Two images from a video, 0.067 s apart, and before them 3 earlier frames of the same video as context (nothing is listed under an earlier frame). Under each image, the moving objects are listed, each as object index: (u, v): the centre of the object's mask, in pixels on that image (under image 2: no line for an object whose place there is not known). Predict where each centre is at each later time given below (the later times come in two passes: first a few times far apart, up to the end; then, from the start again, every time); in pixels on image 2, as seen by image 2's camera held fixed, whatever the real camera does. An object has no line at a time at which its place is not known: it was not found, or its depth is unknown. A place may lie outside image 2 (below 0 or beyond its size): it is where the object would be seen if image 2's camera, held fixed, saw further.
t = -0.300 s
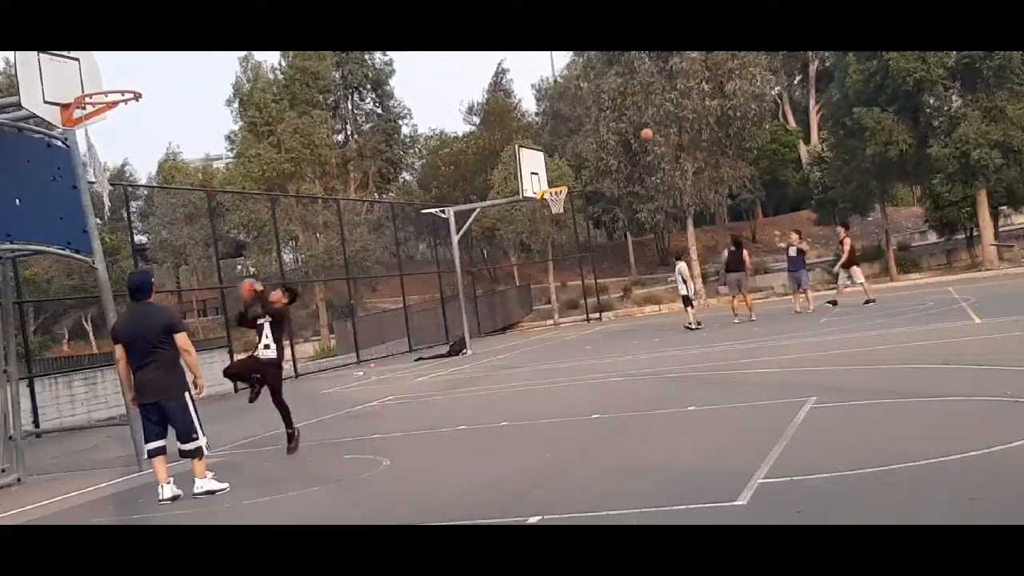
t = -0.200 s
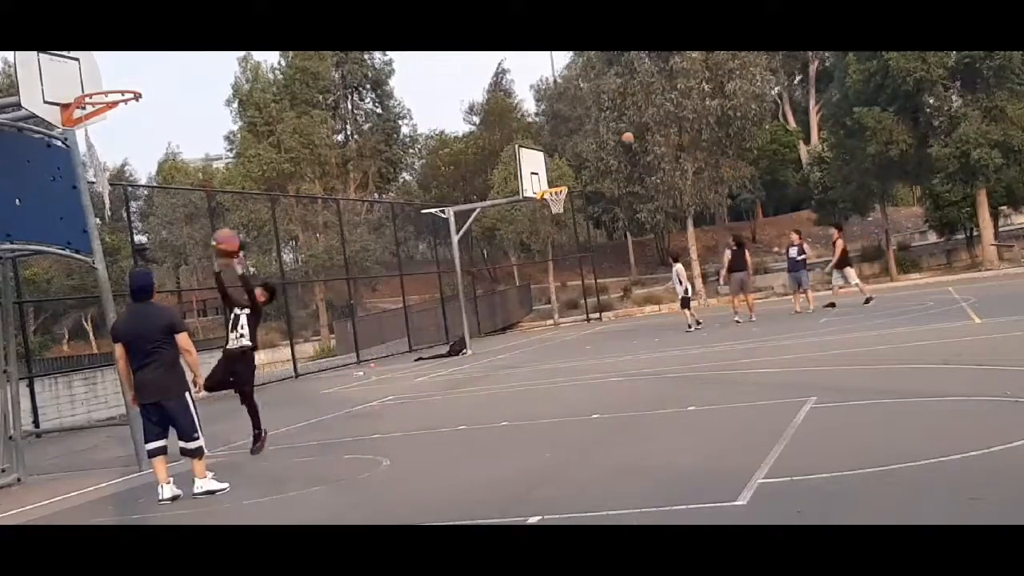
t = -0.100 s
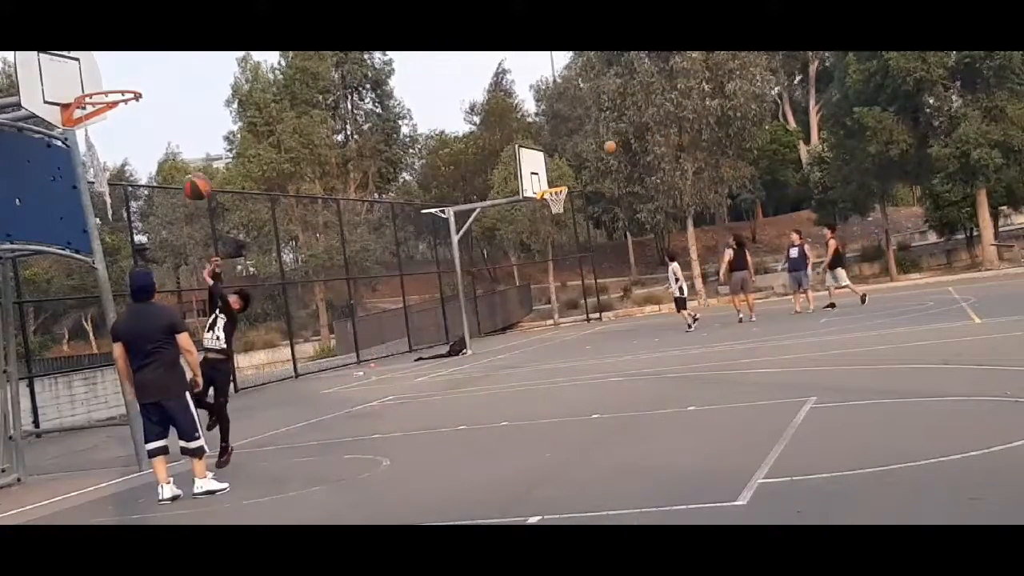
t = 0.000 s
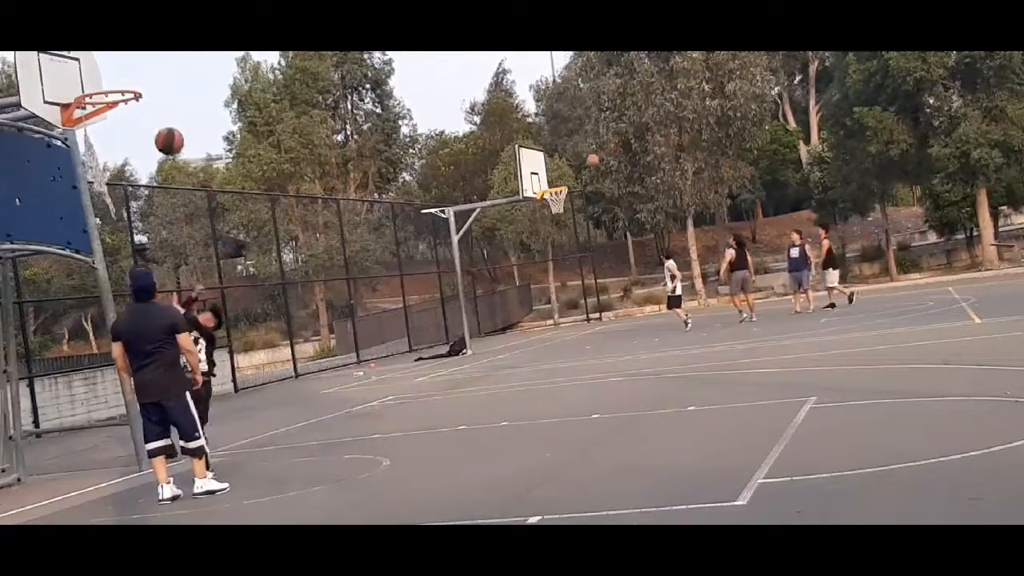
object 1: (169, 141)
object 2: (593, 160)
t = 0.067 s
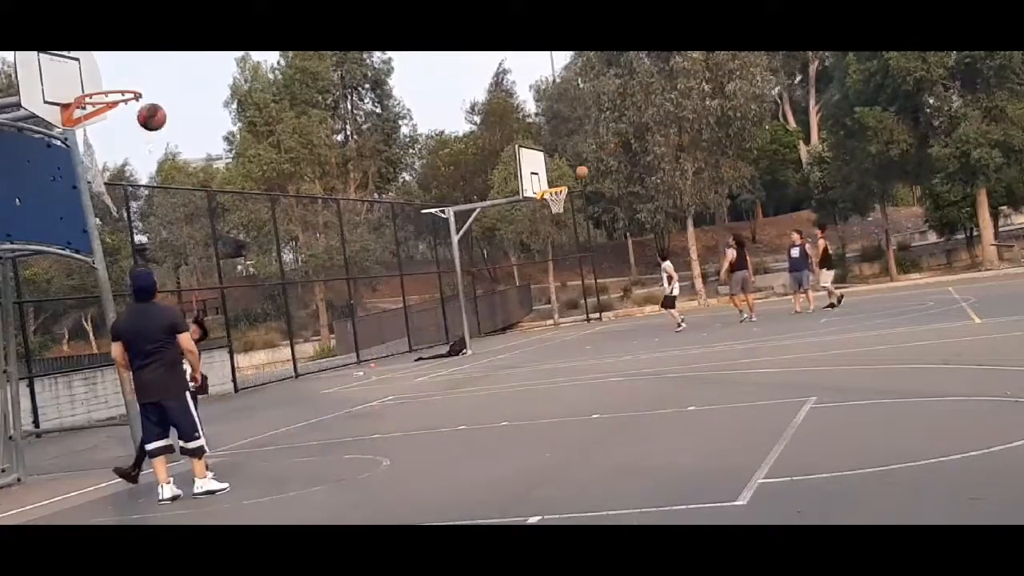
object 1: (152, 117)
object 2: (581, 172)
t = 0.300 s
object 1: (104, 73)
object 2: (609, 196)
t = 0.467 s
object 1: (120, 79)
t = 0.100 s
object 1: (143, 107)
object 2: (576, 176)
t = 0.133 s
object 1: (135, 98)
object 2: (571, 184)
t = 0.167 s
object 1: (126, 90)
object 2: (579, 186)
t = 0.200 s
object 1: (118, 84)
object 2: (586, 187)
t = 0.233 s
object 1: (110, 78)
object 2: (594, 190)
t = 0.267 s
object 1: (102, 75)
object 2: (601, 193)
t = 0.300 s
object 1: (104, 73)
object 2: (609, 196)
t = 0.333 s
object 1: (107, 72)
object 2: (616, 199)
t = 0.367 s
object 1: (110, 72)
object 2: (625, 204)
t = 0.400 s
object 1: (113, 74)
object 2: (633, 209)
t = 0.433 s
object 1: (116, 76)
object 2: (641, 214)
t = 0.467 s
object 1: (120, 79)
